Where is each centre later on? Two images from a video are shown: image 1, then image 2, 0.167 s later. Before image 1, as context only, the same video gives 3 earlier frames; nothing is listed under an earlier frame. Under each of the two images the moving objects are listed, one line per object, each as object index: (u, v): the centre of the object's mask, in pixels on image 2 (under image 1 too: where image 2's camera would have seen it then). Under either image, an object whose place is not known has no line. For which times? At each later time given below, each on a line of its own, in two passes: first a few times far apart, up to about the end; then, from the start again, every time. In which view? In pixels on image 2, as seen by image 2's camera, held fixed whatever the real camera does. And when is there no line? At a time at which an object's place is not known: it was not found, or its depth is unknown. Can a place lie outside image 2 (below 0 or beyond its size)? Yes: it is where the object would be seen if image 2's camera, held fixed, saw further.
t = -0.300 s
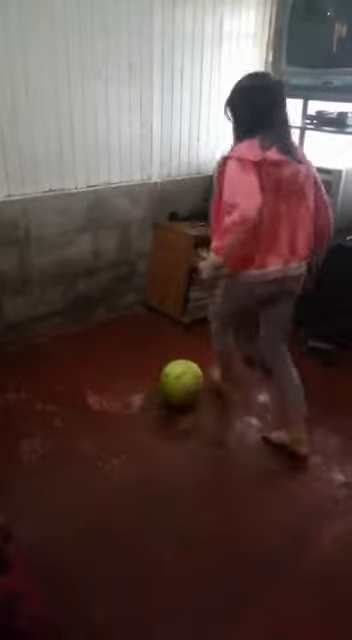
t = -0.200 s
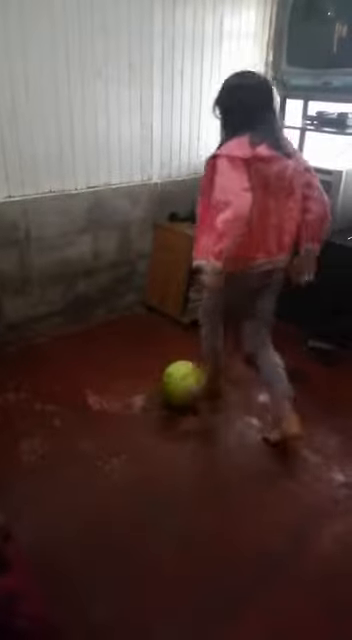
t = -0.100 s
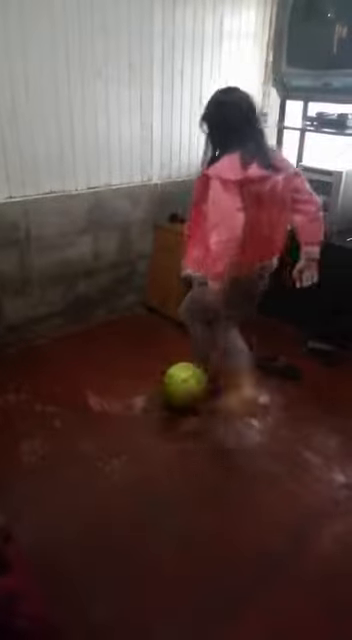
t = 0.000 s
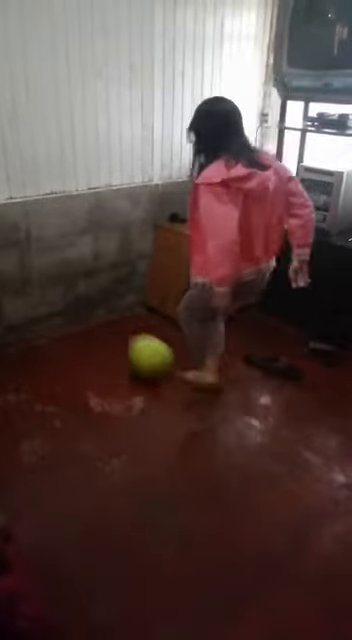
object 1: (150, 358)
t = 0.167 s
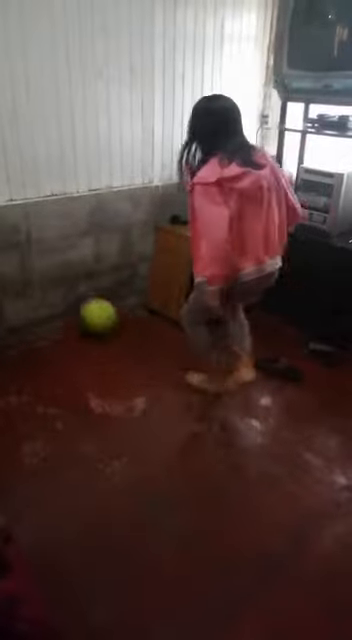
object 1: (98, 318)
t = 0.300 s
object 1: (121, 332)
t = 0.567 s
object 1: (153, 346)
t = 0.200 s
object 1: (103, 319)
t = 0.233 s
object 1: (109, 322)
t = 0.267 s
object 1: (115, 327)
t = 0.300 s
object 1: (121, 332)
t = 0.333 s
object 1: (125, 333)
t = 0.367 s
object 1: (129, 335)
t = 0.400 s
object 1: (134, 336)
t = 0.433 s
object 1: (138, 338)
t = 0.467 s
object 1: (142, 340)
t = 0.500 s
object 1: (146, 342)
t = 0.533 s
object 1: (149, 344)
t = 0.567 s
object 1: (153, 346)
